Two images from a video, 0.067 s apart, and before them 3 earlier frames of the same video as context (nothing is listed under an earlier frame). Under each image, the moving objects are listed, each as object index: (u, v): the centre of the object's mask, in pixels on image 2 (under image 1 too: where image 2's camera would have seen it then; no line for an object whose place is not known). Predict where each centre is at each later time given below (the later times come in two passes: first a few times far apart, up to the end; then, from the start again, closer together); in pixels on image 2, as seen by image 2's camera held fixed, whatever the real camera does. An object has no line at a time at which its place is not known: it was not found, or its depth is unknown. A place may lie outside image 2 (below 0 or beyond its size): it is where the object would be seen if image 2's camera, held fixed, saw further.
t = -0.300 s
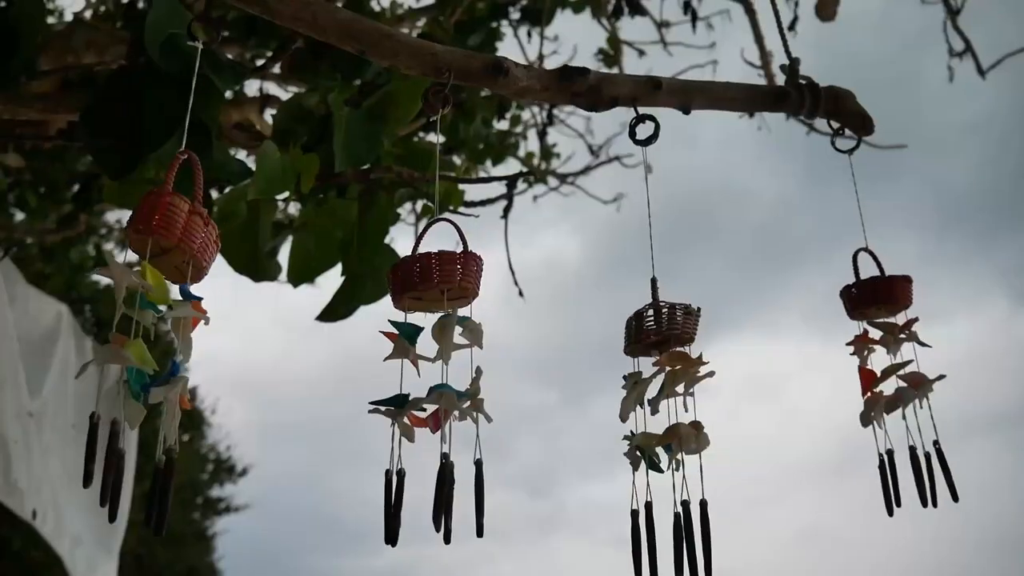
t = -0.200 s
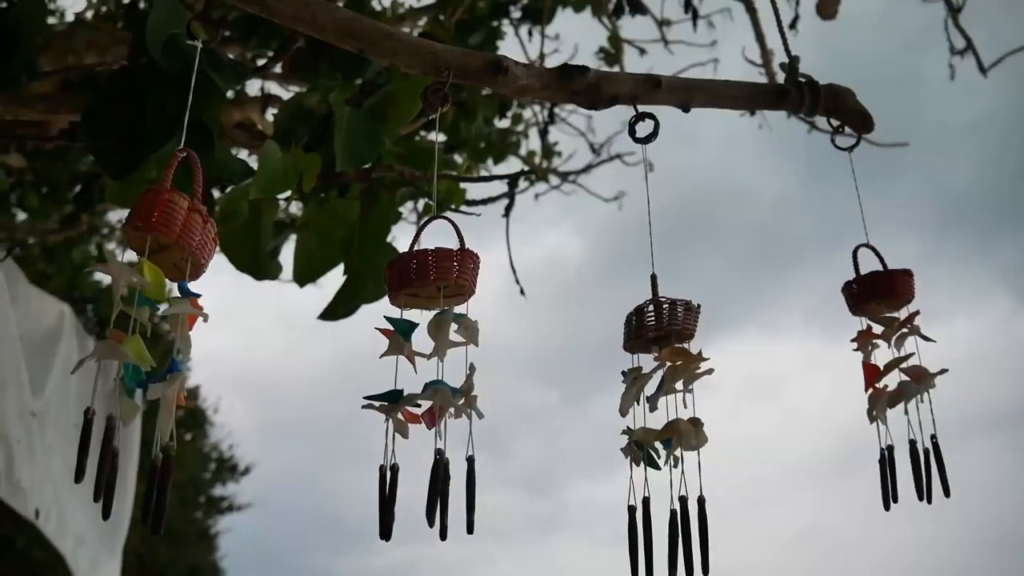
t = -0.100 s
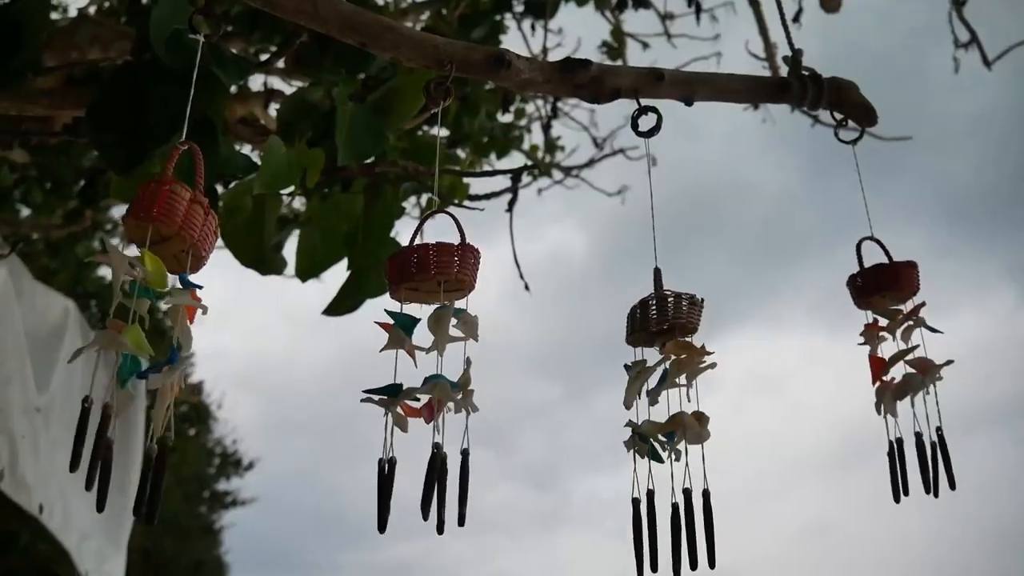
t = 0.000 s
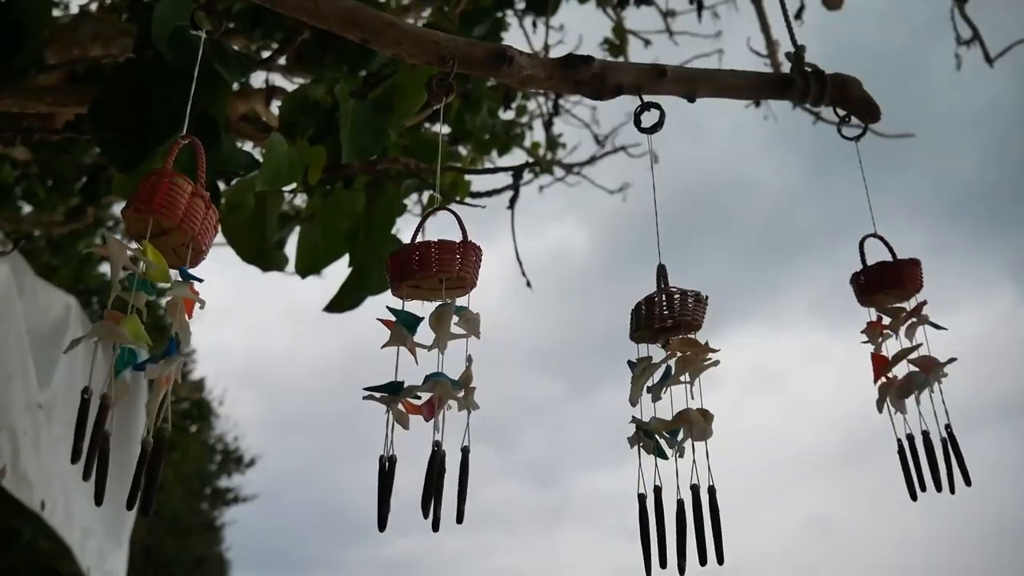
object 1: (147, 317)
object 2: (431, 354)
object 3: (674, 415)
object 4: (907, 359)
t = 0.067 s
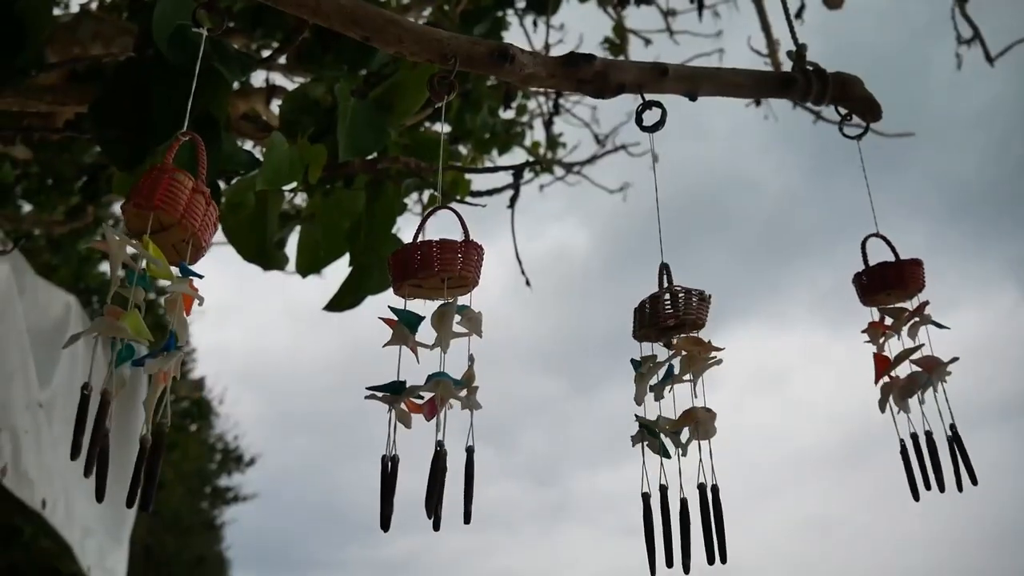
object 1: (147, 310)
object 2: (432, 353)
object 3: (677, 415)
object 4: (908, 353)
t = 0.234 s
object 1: (153, 302)
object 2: (442, 348)
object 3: (682, 407)
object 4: (909, 357)
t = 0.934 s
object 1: (166, 311)
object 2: (443, 353)
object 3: (675, 399)
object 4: (906, 356)
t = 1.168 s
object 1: (141, 304)
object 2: (433, 351)
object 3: (672, 401)
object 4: (904, 356)
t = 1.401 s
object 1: (148, 309)
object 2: (439, 346)
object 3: (674, 402)
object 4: (898, 358)
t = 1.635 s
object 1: (169, 310)
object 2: (449, 349)
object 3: (677, 402)
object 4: (901, 353)
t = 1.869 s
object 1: (173, 308)
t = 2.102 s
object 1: (160, 308)
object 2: (446, 351)
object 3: (683, 400)
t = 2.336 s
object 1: (158, 311)
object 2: (444, 347)
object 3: (675, 396)
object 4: (898, 354)
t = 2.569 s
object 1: (157, 308)
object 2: (440, 346)
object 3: (667, 401)
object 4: (891, 356)
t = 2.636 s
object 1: (155, 307)
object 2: (438, 347)
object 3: (666, 403)
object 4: (891, 354)
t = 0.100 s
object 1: (147, 309)
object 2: (433, 353)
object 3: (678, 413)
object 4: (909, 358)
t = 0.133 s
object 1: (148, 307)
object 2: (435, 353)
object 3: (680, 411)
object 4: (909, 357)
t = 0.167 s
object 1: (149, 305)
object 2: (436, 353)
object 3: (680, 409)
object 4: (910, 357)
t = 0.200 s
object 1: (150, 303)
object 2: (438, 353)
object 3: (681, 408)
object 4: (910, 357)
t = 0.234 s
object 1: (153, 302)
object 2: (442, 348)
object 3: (682, 407)
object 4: (909, 357)
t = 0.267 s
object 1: (155, 303)
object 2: (443, 352)
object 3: (683, 405)
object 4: (909, 357)
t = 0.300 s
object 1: (157, 305)
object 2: (445, 352)
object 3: (683, 404)
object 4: (909, 357)
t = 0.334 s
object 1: (164, 300)
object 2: (448, 352)
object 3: (684, 403)
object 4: (908, 360)
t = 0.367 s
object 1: (164, 305)
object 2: (450, 351)
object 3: (684, 402)
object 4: (907, 359)
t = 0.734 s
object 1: (189, 318)
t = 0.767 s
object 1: (188, 317)
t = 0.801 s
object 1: (185, 316)
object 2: (454, 351)
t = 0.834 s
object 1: (183, 310)
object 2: (451, 352)
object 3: (678, 402)
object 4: (901, 346)
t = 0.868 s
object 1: (176, 313)
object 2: (449, 352)
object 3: (678, 402)
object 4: (907, 356)
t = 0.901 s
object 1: (171, 311)
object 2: (445, 352)
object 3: (677, 401)
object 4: (906, 357)
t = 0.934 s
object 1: (166, 311)
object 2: (443, 353)
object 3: (675, 399)
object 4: (906, 356)
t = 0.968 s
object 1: (161, 310)
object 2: (440, 353)
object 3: (674, 398)
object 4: (906, 356)
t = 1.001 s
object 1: (157, 308)
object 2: (438, 353)
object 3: (673, 398)
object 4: (906, 355)
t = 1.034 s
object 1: (153, 307)
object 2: (436, 353)
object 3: (672, 398)
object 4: (906, 356)
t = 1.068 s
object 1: (149, 306)
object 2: (435, 352)
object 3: (673, 399)
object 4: (905, 356)
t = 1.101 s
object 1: (146, 304)
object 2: (433, 352)
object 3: (672, 400)
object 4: (905, 355)
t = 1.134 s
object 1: (143, 304)
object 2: (433, 351)
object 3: (672, 400)
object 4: (905, 356)
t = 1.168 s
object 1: (141, 304)
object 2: (433, 351)
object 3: (672, 401)
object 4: (904, 356)
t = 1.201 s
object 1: (139, 305)
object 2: (433, 350)
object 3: (672, 401)
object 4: (903, 357)
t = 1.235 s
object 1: (140, 306)
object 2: (433, 349)
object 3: (672, 402)
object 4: (903, 359)
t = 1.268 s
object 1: (140, 307)
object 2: (434, 349)
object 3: (672, 402)
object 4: (901, 359)
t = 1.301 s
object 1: (140, 304)
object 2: (435, 348)
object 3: (672, 401)
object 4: (900, 358)
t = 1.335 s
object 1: (143, 309)
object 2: (436, 348)
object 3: (673, 401)
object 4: (899, 358)
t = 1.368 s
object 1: (145, 308)
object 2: (437, 347)
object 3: (674, 401)
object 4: (899, 358)
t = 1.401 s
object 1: (148, 309)
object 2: (439, 346)
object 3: (674, 402)
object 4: (898, 358)
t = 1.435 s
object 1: (150, 311)
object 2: (440, 345)
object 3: (674, 402)
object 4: (898, 358)
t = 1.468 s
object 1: (153, 312)
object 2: (442, 346)
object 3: (674, 402)
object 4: (897, 359)
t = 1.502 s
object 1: (156, 311)
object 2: (443, 346)
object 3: (675, 403)
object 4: (897, 358)
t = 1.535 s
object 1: (159, 311)
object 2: (444, 346)
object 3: (675, 403)
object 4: (899, 359)
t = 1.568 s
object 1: (162, 311)
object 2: (446, 347)
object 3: (675, 403)
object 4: (898, 355)
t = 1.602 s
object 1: (165, 310)
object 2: (447, 348)
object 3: (676, 403)
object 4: (899, 354)
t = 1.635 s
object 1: (169, 310)
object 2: (449, 349)
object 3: (677, 402)
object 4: (901, 353)
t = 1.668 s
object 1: (171, 310)
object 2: (450, 349)
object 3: (678, 401)
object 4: (903, 352)
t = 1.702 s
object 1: (172, 308)
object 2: (450, 350)
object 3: (679, 401)
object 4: (905, 353)
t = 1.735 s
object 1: (174, 307)
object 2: (451, 351)
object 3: (680, 400)
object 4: (907, 353)
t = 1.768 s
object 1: (175, 307)
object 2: (451, 351)
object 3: (681, 401)
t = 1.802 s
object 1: (175, 307)
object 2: (451, 352)
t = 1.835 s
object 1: (174, 307)
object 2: (452, 352)
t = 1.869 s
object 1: (173, 308)
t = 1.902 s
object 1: (171, 310)
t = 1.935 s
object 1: (169, 308)
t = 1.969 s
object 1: (167, 308)
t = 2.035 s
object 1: (163, 309)
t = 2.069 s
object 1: (162, 308)
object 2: (446, 351)
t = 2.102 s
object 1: (160, 308)
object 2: (446, 351)
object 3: (683, 400)
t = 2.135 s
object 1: (160, 307)
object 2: (445, 350)
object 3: (682, 398)
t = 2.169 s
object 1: (159, 307)
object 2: (445, 349)
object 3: (680, 396)
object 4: (908, 348)
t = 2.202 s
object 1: (158, 308)
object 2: (445, 349)
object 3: (679, 394)
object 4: (906, 349)
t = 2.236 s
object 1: (158, 309)
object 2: (445, 348)
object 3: (678, 393)
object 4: (904, 349)
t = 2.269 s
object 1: (158, 309)
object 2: (444, 347)
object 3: (677, 394)
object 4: (903, 350)
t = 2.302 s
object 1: (158, 310)
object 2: (444, 347)
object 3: (676, 395)
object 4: (900, 352)
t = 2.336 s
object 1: (158, 311)
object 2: (444, 347)
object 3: (675, 396)
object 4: (898, 354)
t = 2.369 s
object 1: (158, 311)
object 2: (444, 347)
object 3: (674, 396)
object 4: (896, 355)
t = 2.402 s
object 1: (158, 312)
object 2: (443, 347)
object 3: (672, 396)
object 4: (895, 357)
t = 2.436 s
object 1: (157, 312)
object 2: (442, 347)
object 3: (671, 396)
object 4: (894, 357)
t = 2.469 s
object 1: (157, 312)
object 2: (441, 347)
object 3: (670, 397)
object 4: (893, 358)
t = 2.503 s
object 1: (157, 311)
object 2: (441, 346)
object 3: (668, 398)
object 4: (891, 357)
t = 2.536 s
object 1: (156, 311)
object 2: (440, 347)
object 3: (668, 400)
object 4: (891, 357)
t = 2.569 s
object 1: (157, 308)
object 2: (440, 346)
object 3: (667, 401)
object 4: (891, 356)
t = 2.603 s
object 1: (156, 307)
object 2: (439, 347)
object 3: (666, 402)
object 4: (891, 356)
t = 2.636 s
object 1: (155, 307)
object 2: (438, 347)
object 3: (666, 403)
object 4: (891, 354)
